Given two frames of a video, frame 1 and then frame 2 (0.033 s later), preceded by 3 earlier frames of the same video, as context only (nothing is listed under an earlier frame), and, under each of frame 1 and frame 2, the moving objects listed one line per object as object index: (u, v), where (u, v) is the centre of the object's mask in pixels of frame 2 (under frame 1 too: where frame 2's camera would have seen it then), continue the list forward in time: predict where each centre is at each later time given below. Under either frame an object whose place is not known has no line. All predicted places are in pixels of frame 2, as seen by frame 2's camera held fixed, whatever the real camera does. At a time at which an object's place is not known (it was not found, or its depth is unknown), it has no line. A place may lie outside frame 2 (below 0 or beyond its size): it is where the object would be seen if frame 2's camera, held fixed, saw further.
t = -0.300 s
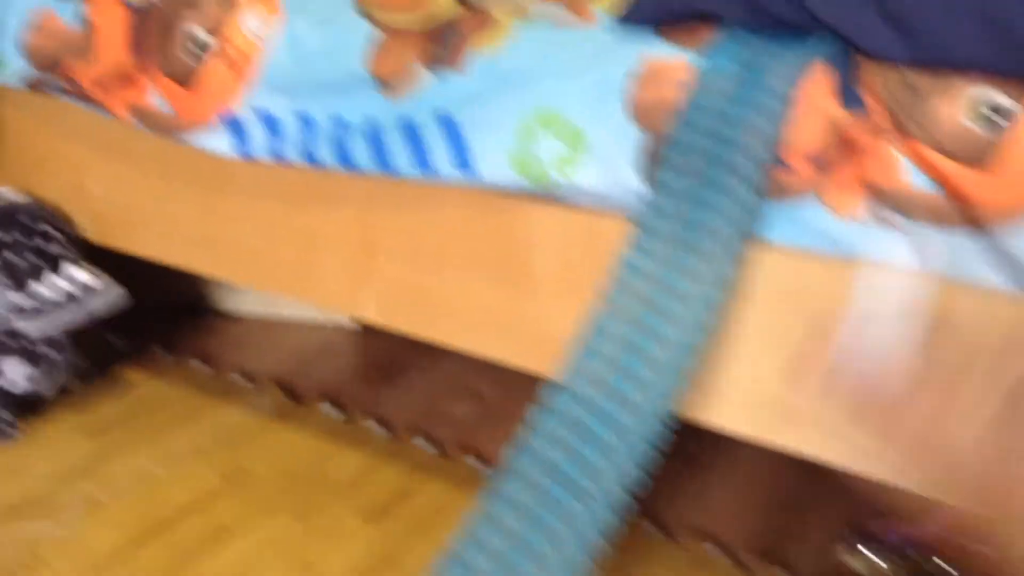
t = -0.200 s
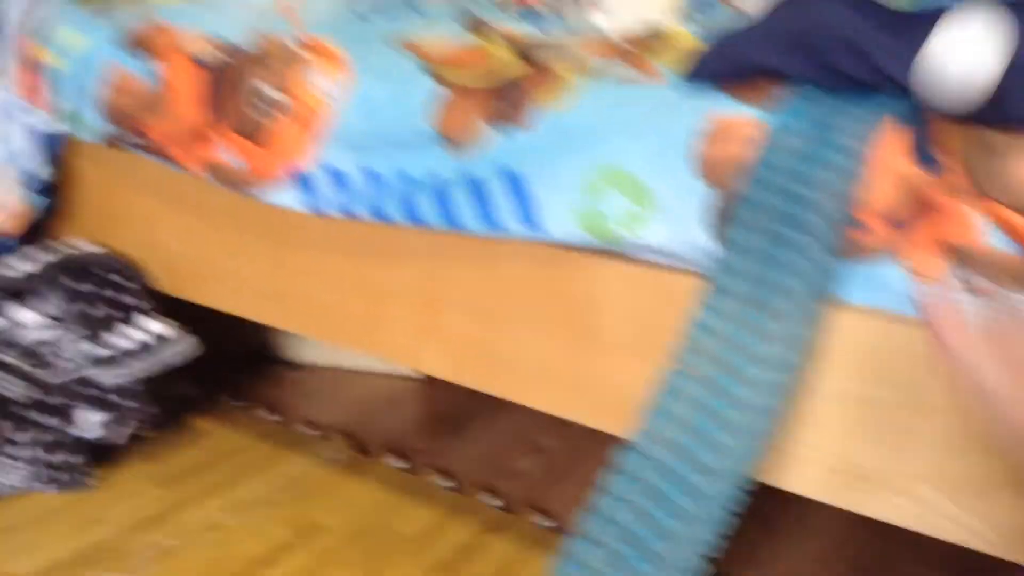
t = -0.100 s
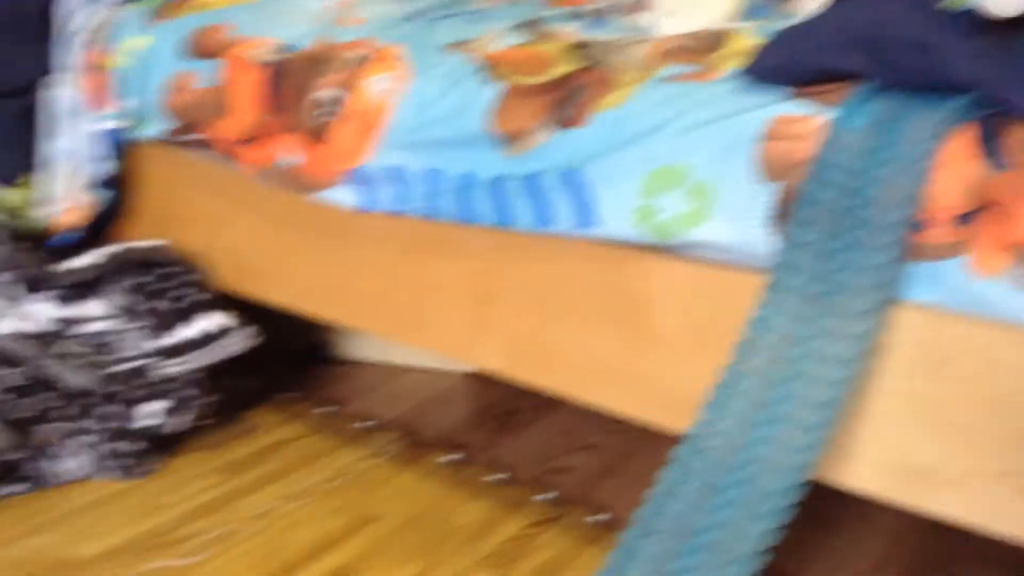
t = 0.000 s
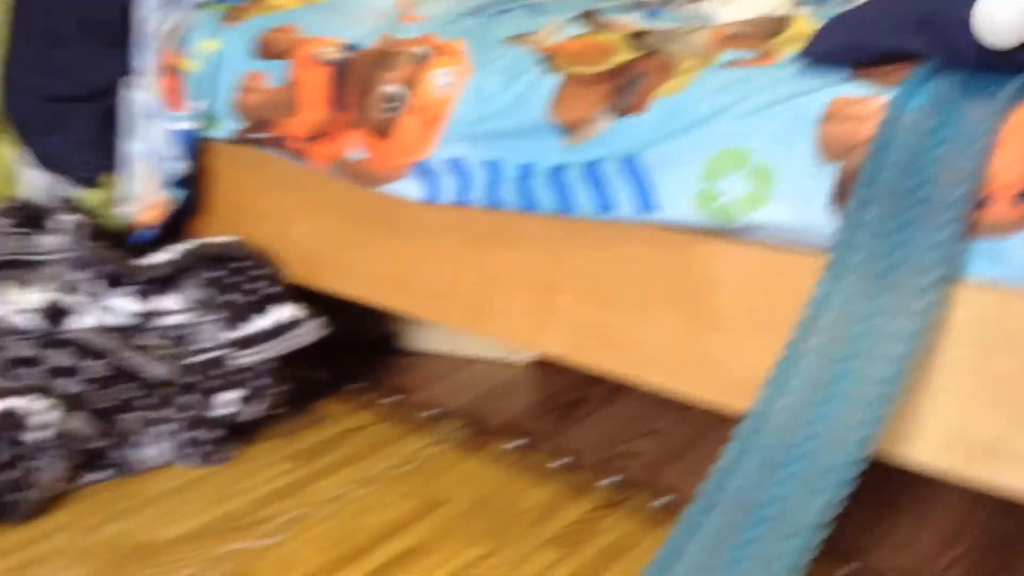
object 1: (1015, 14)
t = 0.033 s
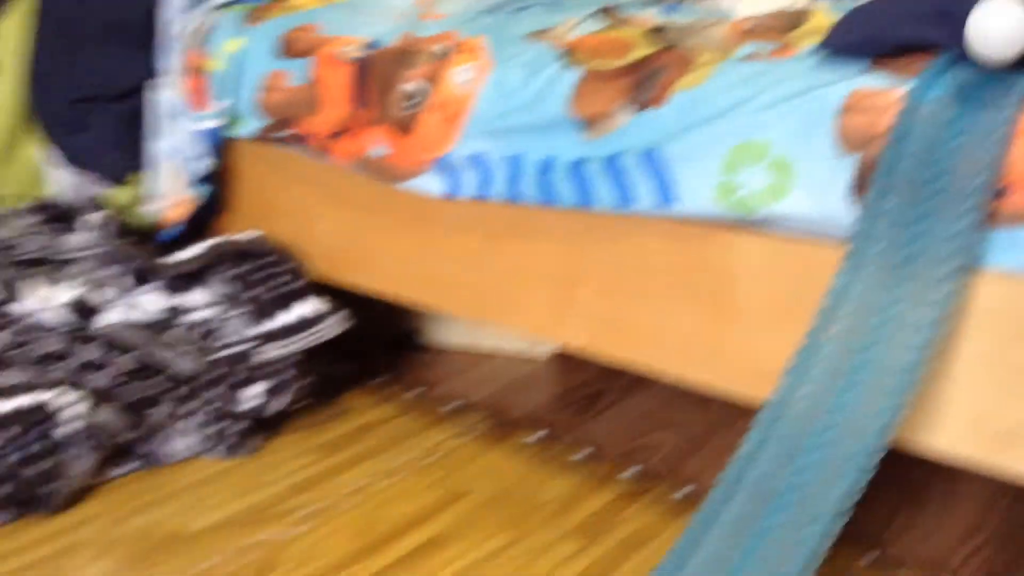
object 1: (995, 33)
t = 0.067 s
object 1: (971, 69)
